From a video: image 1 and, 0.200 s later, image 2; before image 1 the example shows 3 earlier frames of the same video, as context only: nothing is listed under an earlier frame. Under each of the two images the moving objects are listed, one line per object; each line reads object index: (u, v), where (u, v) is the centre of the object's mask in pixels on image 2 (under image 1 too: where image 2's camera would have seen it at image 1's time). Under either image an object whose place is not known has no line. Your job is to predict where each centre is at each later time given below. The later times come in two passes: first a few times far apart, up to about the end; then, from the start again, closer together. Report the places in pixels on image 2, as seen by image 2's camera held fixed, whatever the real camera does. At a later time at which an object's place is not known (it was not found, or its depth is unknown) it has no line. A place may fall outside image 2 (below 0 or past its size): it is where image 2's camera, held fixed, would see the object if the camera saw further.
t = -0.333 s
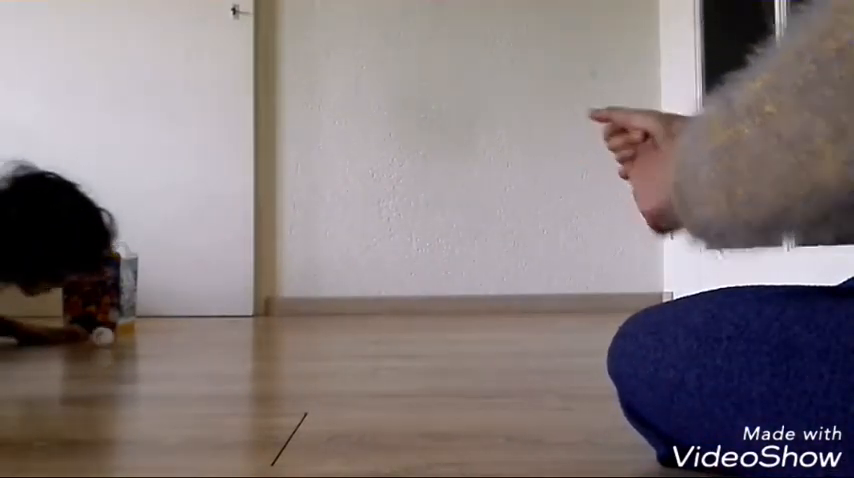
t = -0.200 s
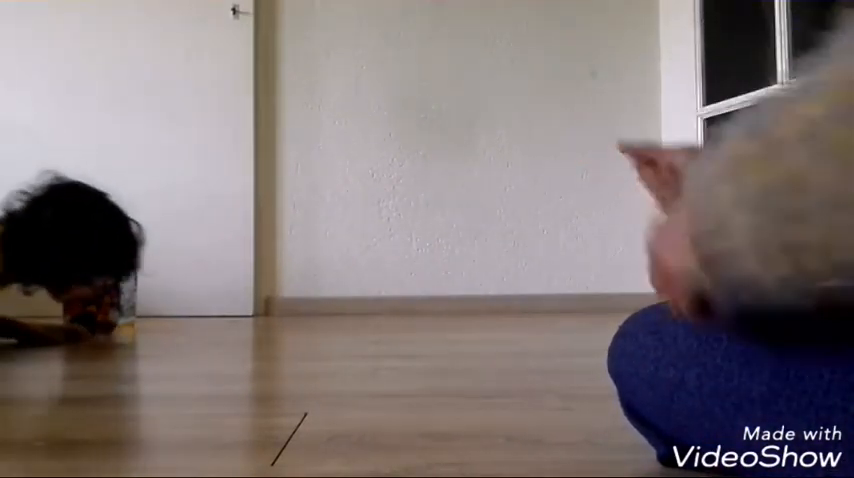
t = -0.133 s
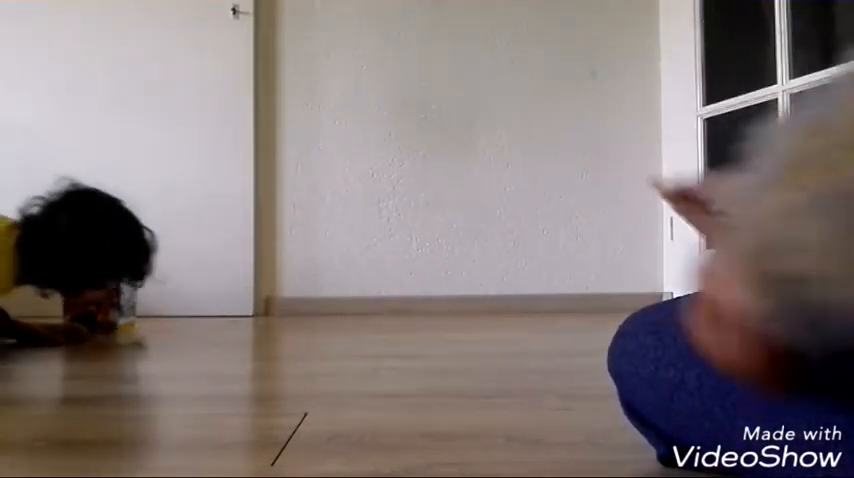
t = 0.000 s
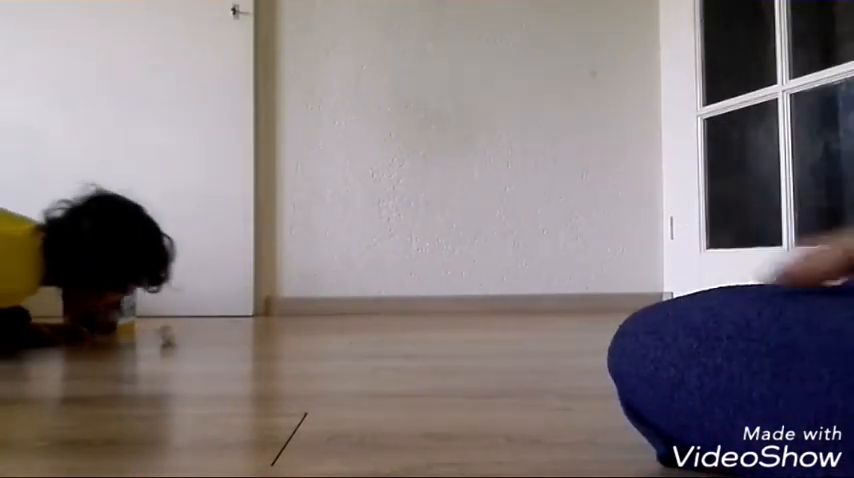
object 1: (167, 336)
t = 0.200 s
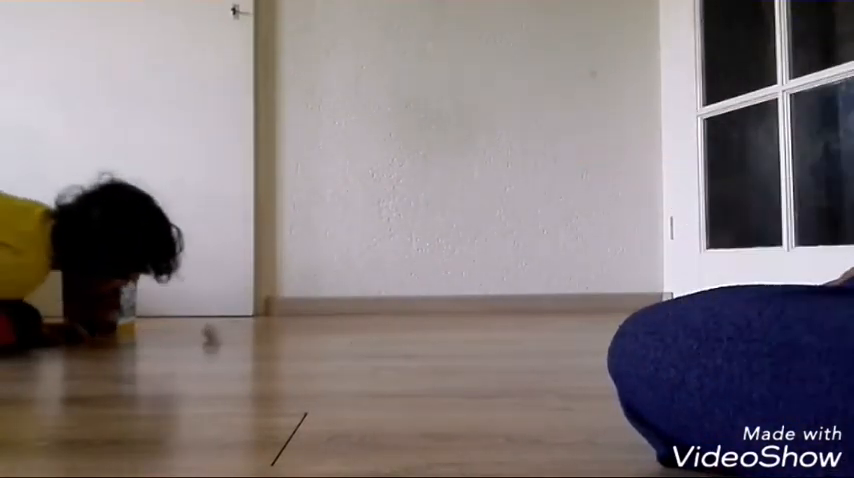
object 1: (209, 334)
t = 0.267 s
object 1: (224, 331)
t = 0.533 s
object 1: (273, 325)
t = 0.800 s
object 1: (312, 323)
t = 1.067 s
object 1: (346, 321)
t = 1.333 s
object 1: (375, 318)
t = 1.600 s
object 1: (399, 316)
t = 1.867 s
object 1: (418, 314)
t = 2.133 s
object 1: (432, 312)
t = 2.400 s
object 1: (444, 311)
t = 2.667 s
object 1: (452, 310)
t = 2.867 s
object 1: (457, 308)
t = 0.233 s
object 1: (216, 333)
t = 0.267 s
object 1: (224, 331)
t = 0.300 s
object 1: (231, 330)
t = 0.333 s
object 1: (239, 331)
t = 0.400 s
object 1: (254, 324)
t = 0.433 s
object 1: (258, 324)
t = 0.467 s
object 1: (262, 324)
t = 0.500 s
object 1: (266, 325)
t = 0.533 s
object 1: (273, 325)
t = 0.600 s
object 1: (283, 324)
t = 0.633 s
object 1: (287, 323)
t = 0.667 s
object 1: (293, 322)
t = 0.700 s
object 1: (297, 323)
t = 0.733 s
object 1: (303, 323)
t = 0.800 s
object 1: (312, 323)
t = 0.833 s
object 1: (316, 323)
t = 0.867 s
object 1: (321, 323)
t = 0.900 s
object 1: (325, 322)
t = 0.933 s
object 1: (330, 321)
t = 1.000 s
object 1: (338, 321)
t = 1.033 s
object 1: (342, 321)
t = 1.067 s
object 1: (346, 321)
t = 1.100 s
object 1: (350, 320)
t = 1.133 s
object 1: (354, 320)
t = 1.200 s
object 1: (362, 319)
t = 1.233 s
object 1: (365, 319)
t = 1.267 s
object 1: (368, 319)
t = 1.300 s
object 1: (372, 319)
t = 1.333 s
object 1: (375, 318)
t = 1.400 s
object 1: (381, 318)
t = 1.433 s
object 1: (385, 317)
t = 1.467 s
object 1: (388, 317)
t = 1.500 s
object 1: (391, 317)
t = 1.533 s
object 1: (393, 317)
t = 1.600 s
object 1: (399, 316)
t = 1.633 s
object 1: (401, 316)
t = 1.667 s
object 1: (404, 316)
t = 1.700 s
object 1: (406, 315)
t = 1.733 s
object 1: (408, 315)
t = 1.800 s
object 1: (413, 315)
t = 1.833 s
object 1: (415, 315)
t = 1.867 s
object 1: (418, 314)
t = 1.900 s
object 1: (420, 314)
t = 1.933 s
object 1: (422, 314)
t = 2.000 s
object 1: (425, 313)
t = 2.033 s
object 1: (427, 313)
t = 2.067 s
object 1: (429, 313)
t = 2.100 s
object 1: (430, 312)
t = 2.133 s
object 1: (432, 312)
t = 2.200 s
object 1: (435, 312)
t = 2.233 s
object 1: (437, 312)
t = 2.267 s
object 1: (438, 312)
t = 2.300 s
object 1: (440, 311)
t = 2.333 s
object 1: (441, 311)
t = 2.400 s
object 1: (444, 311)
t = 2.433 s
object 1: (446, 311)
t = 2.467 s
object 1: (446, 311)
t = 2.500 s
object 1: (447, 311)
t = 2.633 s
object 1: (451, 310)
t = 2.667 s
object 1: (452, 310)
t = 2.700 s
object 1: (453, 309)
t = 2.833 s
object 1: (456, 309)
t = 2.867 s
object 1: (457, 308)
